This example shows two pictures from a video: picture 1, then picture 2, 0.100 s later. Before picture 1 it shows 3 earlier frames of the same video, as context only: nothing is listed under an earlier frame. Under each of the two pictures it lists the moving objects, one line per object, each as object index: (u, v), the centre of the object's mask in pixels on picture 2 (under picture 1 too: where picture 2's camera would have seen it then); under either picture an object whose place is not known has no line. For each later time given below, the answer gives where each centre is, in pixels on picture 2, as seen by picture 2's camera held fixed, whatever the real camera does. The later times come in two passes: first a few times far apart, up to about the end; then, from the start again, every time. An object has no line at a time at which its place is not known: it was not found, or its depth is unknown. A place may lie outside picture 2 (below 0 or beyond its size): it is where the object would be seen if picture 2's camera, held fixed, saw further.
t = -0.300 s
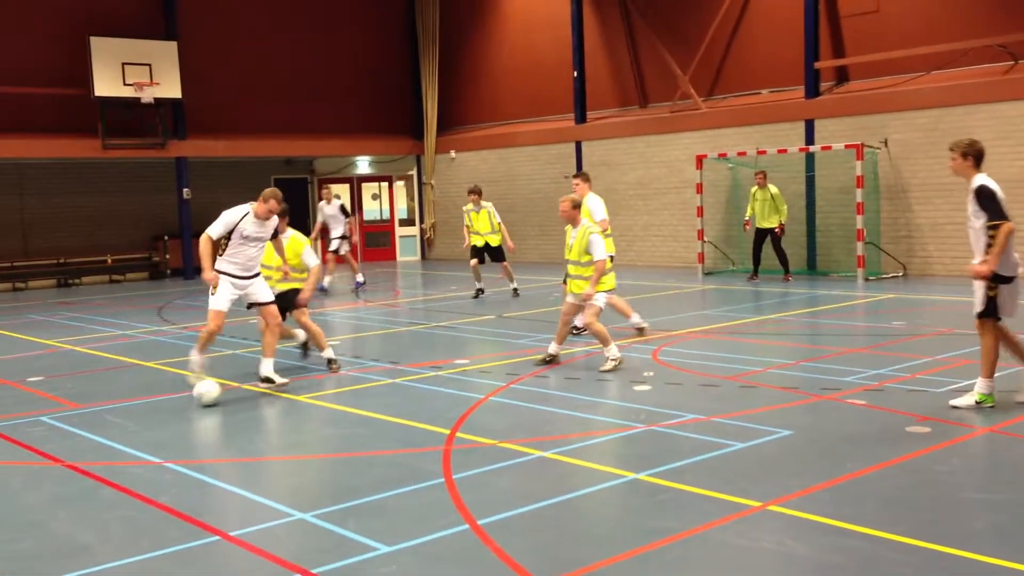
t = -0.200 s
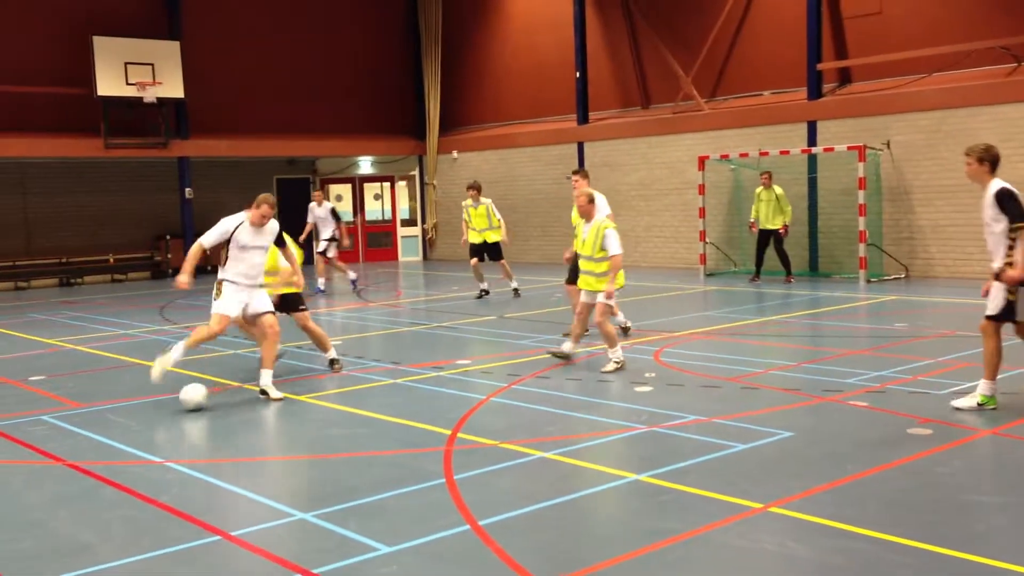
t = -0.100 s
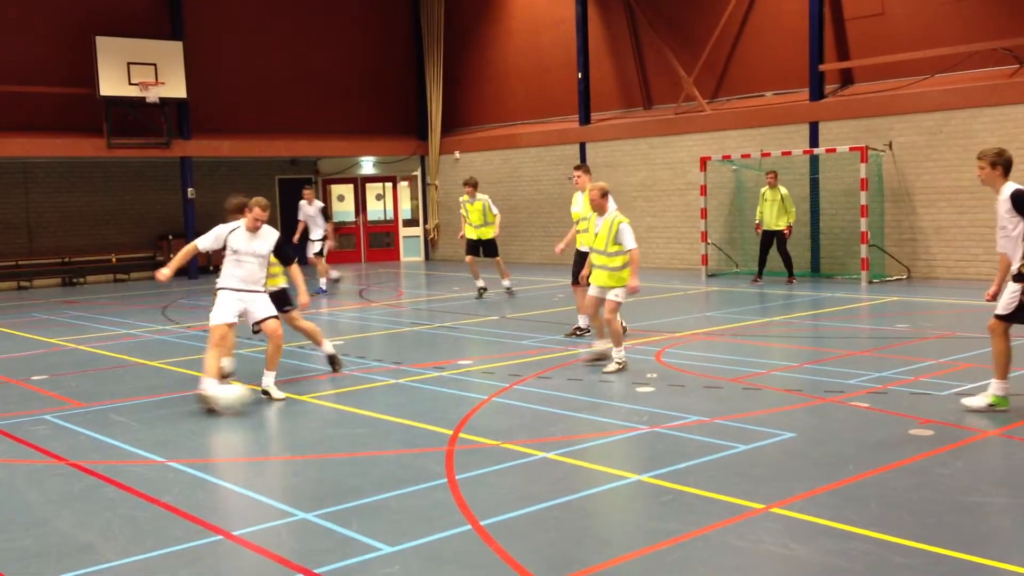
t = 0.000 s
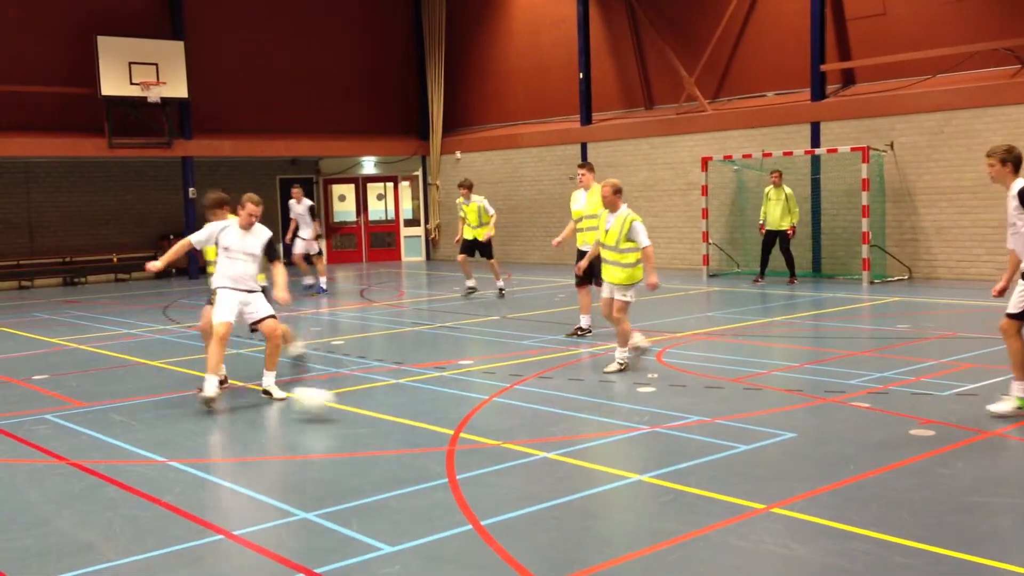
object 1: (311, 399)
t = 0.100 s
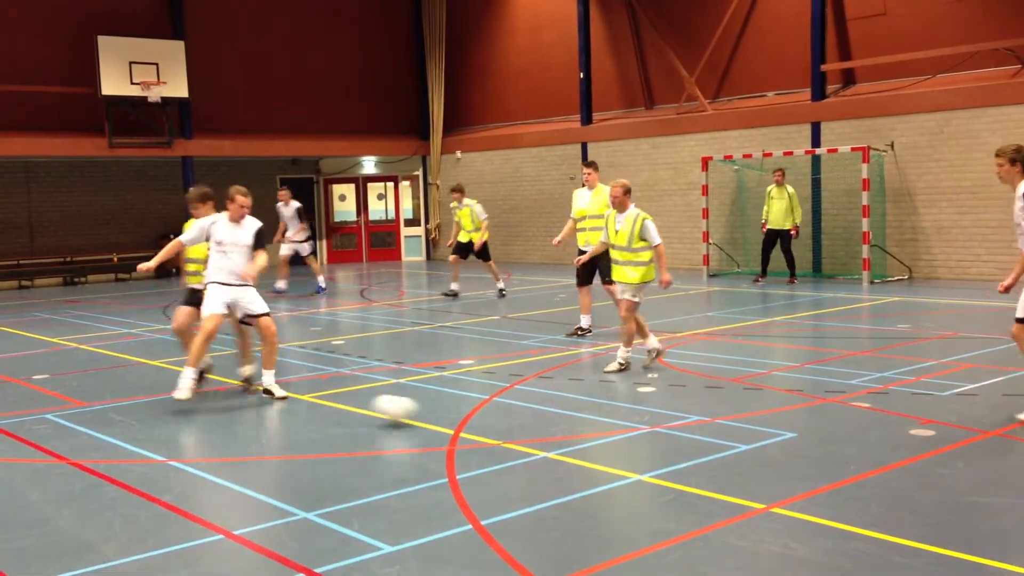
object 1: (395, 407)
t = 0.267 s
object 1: (525, 419)
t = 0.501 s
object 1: (721, 434)
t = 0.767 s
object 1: (991, 459)
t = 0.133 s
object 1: (420, 409)
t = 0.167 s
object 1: (446, 411)
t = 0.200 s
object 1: (474, 415)
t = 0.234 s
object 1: (500, 418)
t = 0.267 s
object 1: (525, 419)
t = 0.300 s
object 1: (550, 419)
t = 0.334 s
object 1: (577, 421)
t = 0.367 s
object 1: (605, 422)
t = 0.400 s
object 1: (634, 427)
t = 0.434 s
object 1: (662, 430)
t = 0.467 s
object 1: (691, 432)
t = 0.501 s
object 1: (721, 434)
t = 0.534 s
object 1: (751, 437)
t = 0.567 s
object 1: (783, 440)
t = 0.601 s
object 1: (815, 442)
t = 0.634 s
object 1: (848, 445)
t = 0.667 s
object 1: (880, 448)
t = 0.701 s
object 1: (916, 448)
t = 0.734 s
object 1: (953, 453)
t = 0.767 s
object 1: (991, 459)
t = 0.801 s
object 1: (1016, 460)
